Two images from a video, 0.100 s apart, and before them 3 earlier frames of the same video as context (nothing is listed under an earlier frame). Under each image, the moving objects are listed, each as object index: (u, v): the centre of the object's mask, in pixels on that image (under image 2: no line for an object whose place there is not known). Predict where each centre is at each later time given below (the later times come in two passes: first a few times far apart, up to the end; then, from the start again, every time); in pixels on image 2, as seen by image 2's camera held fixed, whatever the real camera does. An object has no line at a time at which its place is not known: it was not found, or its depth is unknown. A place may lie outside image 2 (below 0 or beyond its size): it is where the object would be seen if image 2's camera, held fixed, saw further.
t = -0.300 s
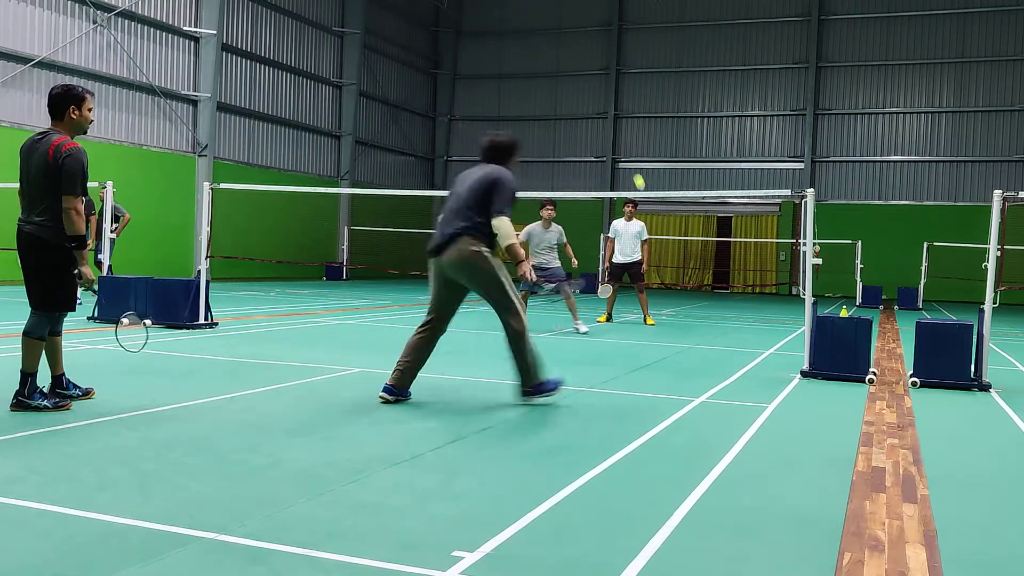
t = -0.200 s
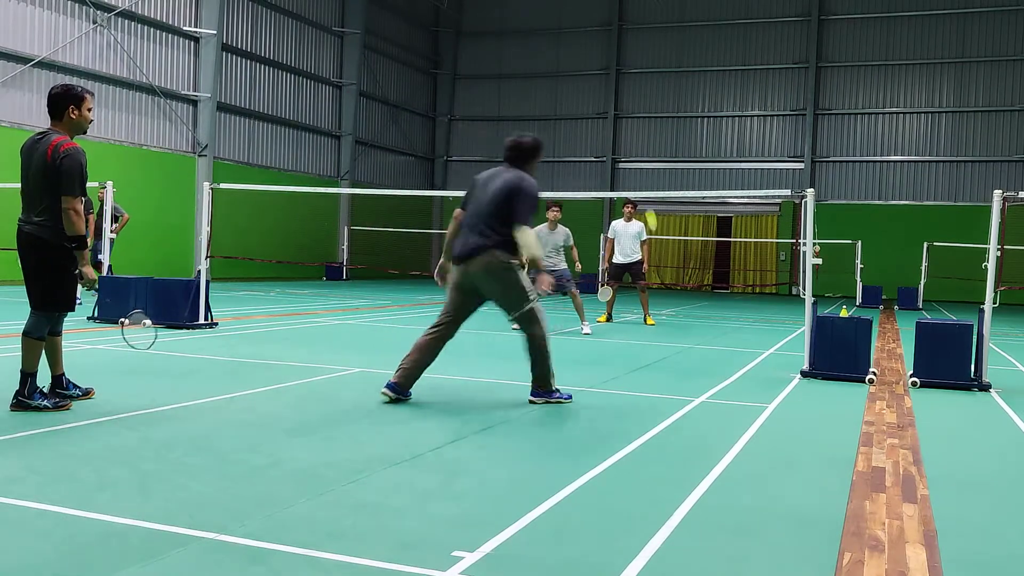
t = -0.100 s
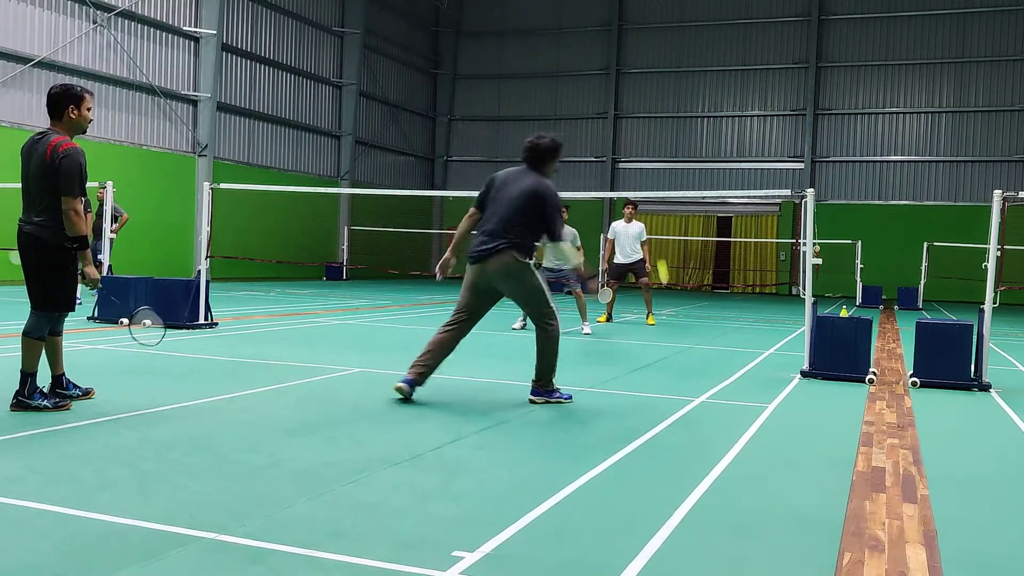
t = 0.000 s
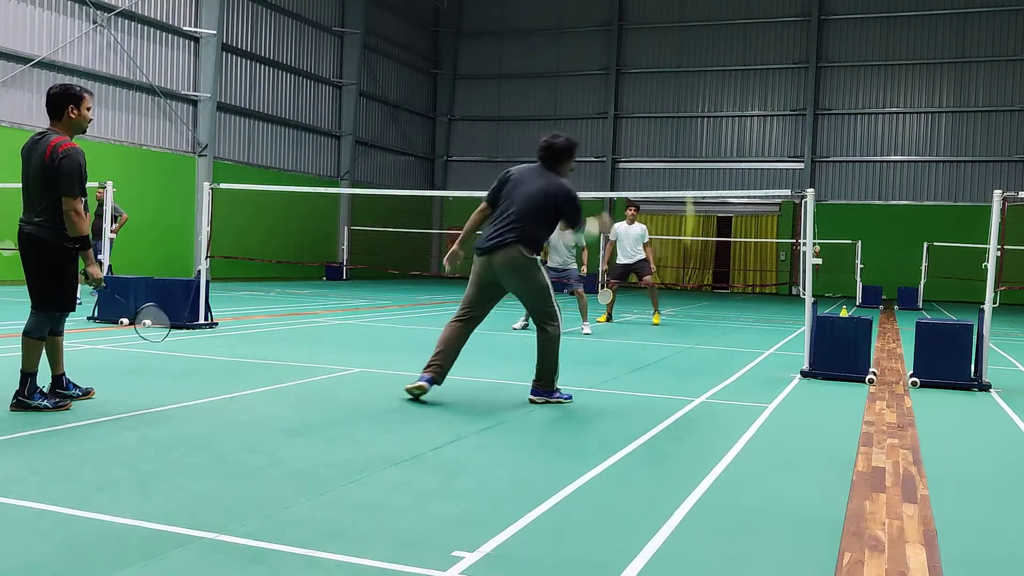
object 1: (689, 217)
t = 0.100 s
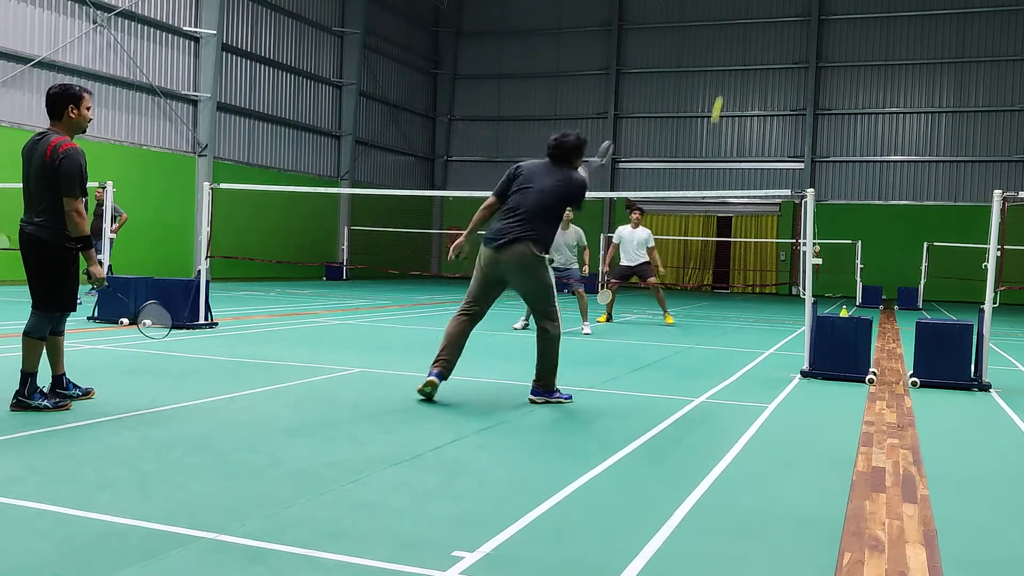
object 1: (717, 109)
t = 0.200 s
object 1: (734, 59)
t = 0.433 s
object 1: (754, 26)
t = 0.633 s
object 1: (763, 40)
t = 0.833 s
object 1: (769, 77)
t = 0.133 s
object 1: (723, 88)
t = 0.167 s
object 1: (729, 72)
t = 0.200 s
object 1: (734, 59)
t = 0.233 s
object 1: (738, 49)
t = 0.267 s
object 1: (741, 41)
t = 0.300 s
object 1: (744, 35)
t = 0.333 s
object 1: (747, 31)
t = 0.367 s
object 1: (750, 28)
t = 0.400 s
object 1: (752, 26)
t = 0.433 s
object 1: (754, 26)
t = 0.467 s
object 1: (755, 26)
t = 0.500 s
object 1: (757, 27)
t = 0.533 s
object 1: (759, 29)
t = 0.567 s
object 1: (760, 32)
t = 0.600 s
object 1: (762, 36)
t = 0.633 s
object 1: (763, 40)
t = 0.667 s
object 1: (764, 44)
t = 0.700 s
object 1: (765, 50)
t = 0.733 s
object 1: (766, 56)
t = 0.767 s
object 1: (767, 62)
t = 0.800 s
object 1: (768, 69)
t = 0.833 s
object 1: (769, 77)
